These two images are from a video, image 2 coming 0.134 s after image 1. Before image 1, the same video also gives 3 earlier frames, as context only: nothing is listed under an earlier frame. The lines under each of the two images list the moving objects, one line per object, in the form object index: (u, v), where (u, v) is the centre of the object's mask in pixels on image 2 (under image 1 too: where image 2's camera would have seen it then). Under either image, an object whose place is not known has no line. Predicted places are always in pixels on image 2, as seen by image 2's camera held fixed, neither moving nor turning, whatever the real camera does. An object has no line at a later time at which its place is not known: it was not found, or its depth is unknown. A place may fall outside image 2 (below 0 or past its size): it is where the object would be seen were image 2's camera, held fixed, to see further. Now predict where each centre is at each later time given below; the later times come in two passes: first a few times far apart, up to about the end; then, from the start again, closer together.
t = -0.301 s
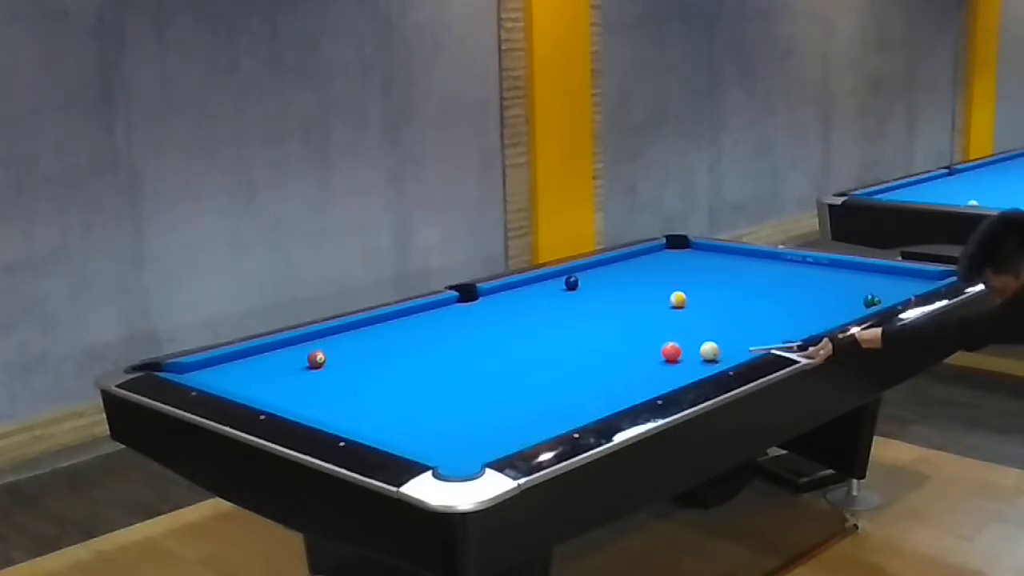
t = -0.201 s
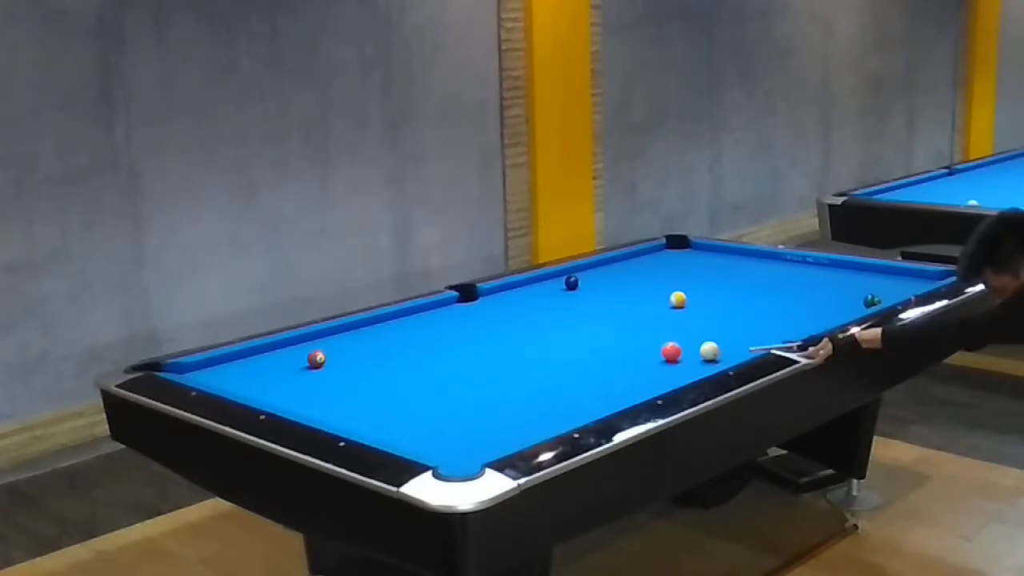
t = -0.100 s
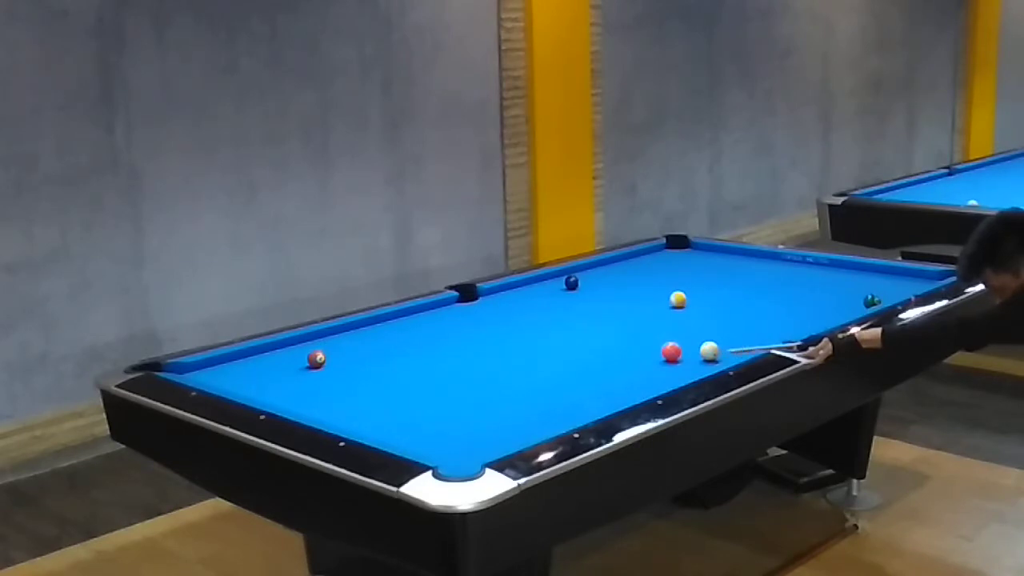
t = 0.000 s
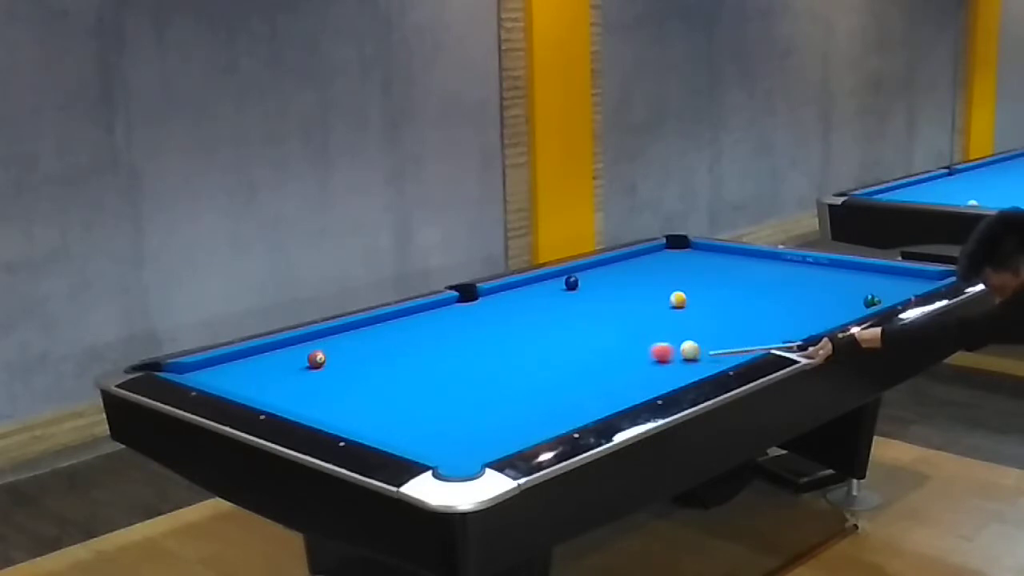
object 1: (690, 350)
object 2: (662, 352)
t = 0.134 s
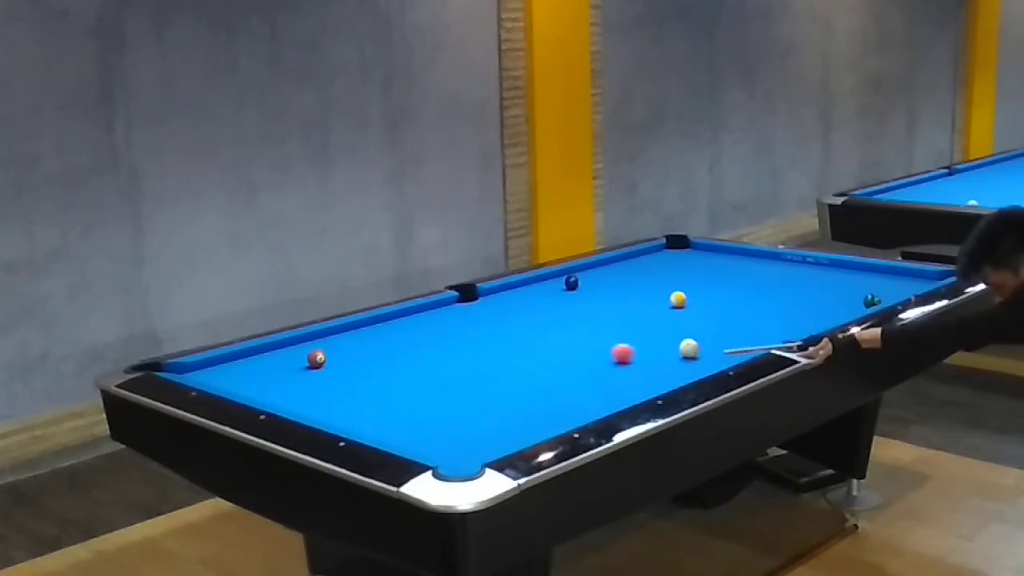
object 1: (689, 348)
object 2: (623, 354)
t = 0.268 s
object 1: (689, 346)
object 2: (587, 355)
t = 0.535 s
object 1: (688, 344)
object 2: (520, 357)
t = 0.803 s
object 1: (687, 341)
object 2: (454, 360)
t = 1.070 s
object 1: (686, 339)
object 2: (390, 362)
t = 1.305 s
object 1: (686, 337)
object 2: (336, 365)
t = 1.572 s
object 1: (685, 336)
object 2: (274, 367)
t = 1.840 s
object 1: (685, 335)
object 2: (214, 369)
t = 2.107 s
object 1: (685, 335)
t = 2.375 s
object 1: (685, 335)
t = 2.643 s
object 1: (685, 335)
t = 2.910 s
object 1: (685, 335)
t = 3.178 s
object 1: (685, 335)
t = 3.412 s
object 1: (685, 335)
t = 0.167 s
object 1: (689, 348)
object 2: (614, 354)
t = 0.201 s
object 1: (689, 347)
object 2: (605, 354)
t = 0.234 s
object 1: (689, 347)
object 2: (596, 354)
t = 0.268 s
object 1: (689, 346)
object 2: (587, 355)
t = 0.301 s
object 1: (689, 346)
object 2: (579, 355)
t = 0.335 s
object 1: (689, 346)
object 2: (570, 356)
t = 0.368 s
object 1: (689, 345)
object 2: (562, 356)
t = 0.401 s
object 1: (688, 345)
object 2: (553, 356)
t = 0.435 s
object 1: (688, 345)
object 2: (545, 356)
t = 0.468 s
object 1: (688, 344)
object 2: (537, 357)
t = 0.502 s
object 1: (688, 344)
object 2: (528, 357)
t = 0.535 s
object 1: (688, 344)
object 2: (520, 357)
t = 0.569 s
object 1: (688, 343)
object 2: (511, 358)
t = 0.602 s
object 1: (688, 343)
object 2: (503, 358)
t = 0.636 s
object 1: (688, 342)
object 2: (495, 358)
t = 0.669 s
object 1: (688, 342)
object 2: (486, 359)
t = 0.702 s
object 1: (688, 342)
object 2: (478, 359)
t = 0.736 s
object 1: (687, 342)
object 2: (470, 359)
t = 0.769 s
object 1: (687, 341)
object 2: (462, 360)
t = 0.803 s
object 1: (687, 341)
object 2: (454, 360)
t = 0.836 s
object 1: (687, 341)
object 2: (446, 360)
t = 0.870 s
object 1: (687, 340)
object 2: (437, 360)
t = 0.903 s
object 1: (687, 340)
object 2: (430, 360)
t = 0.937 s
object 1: (687, 340)
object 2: (422, 361)
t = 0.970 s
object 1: (687, 340)
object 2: (414, 361)
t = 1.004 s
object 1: (687, 339)
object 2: (406, 362)
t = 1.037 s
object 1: (687, 339)
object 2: (398, 362)
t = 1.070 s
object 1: (686, 339)
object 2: (390, 362)
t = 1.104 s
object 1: (686, 339)
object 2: (382, 363)
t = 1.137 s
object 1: (686, 338)
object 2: (374, 363)
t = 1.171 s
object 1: (686, 338)
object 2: (366, 363)
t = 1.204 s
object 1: (686, 338)
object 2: (358, 364)
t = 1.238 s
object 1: (686, 338)
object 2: (351, 364)
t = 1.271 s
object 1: (686, 338)
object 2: (343, 364)
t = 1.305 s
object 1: (686, 337)
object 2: (336, 365)
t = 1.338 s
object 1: (686, 337)
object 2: (328, 364)
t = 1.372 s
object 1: (686, 337)
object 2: (319, 365)
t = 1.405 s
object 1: (686, 337)
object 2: (311, 365)
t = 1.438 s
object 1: (685, 337)
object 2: (303, 366)
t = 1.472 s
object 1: (685, 337)
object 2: (297, 366)
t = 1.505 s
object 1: (685, 336)
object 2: (289, 366)
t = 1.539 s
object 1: (685, 336)
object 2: (281, 366)
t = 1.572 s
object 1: (685, 336)
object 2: (274, 367)
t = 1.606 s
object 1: (685, 336)
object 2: (266, 367)
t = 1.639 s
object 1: (685, 336)
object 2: (259, 367)
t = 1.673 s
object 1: (685, 336)
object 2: (252, 367)
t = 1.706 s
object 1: (685, 336)
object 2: (244, 368)
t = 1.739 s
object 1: (685, 336)
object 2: (237, 368)
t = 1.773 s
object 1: (685, 336)
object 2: (229, 368)
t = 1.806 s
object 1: (685, 336)
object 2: (222, 369)
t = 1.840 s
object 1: (685, 335)
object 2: (214, 369)
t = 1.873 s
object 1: (685, 335)
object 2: (207, 369)
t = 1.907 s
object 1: (685, 335)
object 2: (199, 370)
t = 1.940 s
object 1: (685, 335)
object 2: (192, 369)
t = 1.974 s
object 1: (685, 335)
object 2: (185, 369)
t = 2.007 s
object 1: (685, 335)
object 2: (178, 369)
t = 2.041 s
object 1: (685, 335)
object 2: (171, 368)
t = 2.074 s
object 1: (685, 335)
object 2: (165, 370)
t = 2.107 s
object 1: (685, 335)
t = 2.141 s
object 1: (685, 335)
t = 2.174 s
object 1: (685, 335)
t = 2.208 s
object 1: (685, 335)
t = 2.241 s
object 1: (685, 335)
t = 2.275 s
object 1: (685, 335)
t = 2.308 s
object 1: (685, 335)
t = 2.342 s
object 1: (685, 335)
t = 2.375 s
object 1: (685, 335)
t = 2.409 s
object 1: (685, 335)
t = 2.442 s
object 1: (685, 335)
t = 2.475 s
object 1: (685, 335)
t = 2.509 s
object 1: (685, 335)
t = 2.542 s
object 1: (685, 335)
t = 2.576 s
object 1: (685, 335)
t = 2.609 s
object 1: (685, 335)
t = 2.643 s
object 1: (685, 335)
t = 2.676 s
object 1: (685, 335)
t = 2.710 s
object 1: (685, 335)
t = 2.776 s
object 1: (685, 335)
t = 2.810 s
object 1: (685, 335)
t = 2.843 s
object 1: (685, 335)
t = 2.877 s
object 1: (685, 335)
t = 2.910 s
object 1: (685, 335)
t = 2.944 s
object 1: (685, 335)
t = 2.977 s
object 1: (685, 335)
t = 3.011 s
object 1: (685, 335)
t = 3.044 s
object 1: (685, 335)
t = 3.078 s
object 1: (685, 335)
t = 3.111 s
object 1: (685, 335)
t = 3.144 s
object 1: (685, 335)
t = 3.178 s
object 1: (685, 335)
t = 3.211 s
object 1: (685, 335)
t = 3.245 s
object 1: (685, 335)
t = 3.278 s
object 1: (685, 335)
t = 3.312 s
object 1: (685, 335)
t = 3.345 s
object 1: (685, 335)
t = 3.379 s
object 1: (685, 335)
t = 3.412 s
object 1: (685, 335)
